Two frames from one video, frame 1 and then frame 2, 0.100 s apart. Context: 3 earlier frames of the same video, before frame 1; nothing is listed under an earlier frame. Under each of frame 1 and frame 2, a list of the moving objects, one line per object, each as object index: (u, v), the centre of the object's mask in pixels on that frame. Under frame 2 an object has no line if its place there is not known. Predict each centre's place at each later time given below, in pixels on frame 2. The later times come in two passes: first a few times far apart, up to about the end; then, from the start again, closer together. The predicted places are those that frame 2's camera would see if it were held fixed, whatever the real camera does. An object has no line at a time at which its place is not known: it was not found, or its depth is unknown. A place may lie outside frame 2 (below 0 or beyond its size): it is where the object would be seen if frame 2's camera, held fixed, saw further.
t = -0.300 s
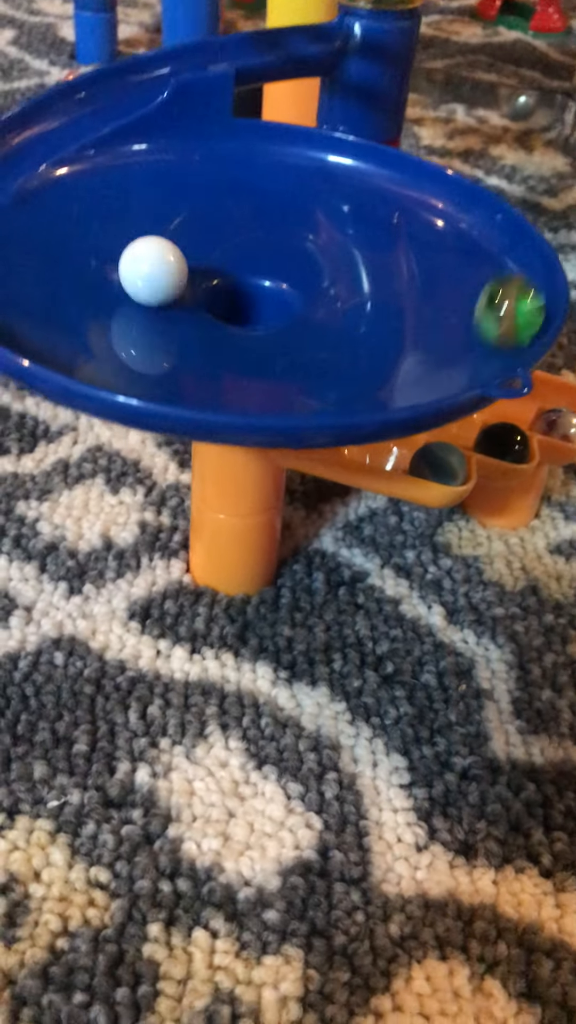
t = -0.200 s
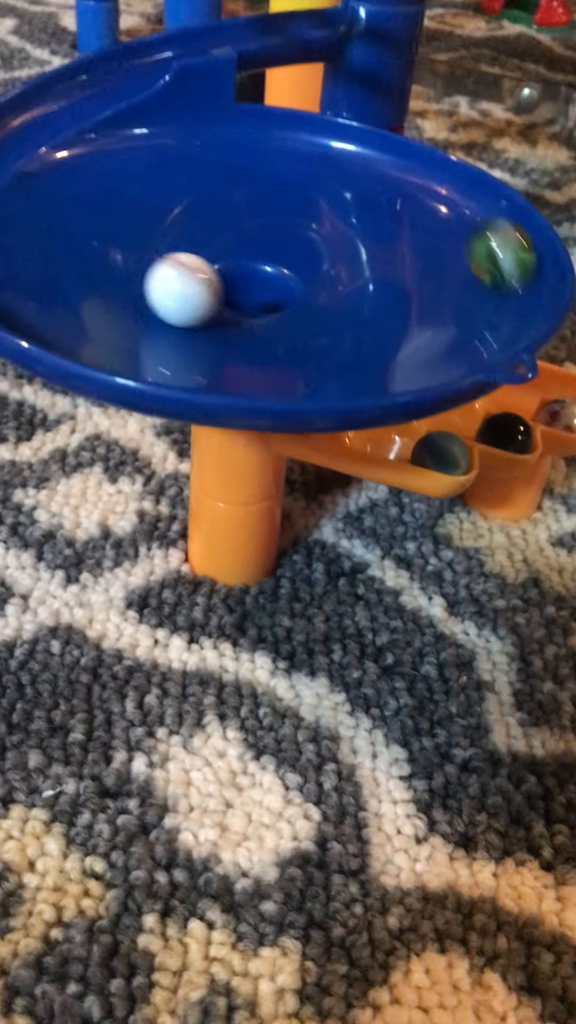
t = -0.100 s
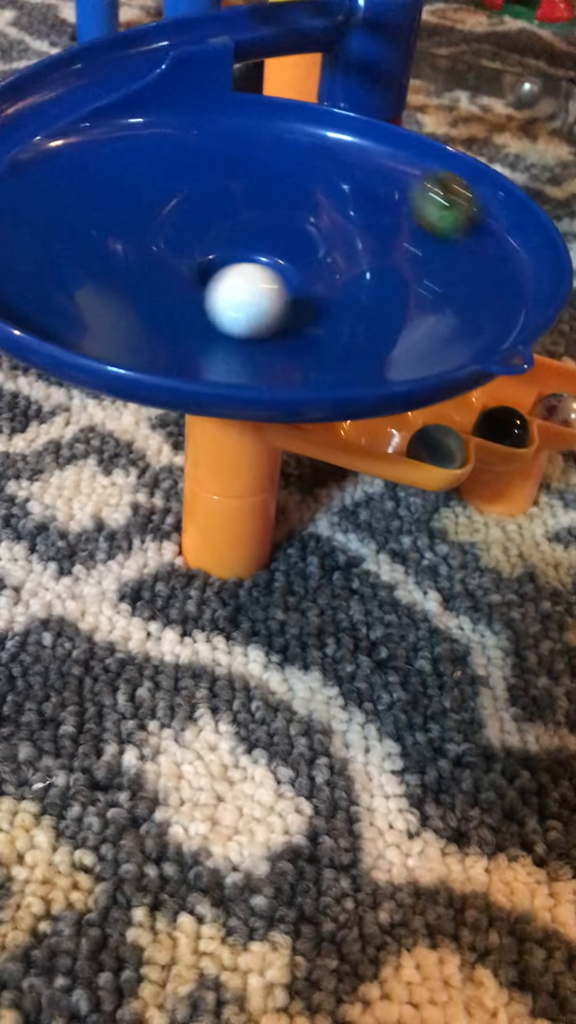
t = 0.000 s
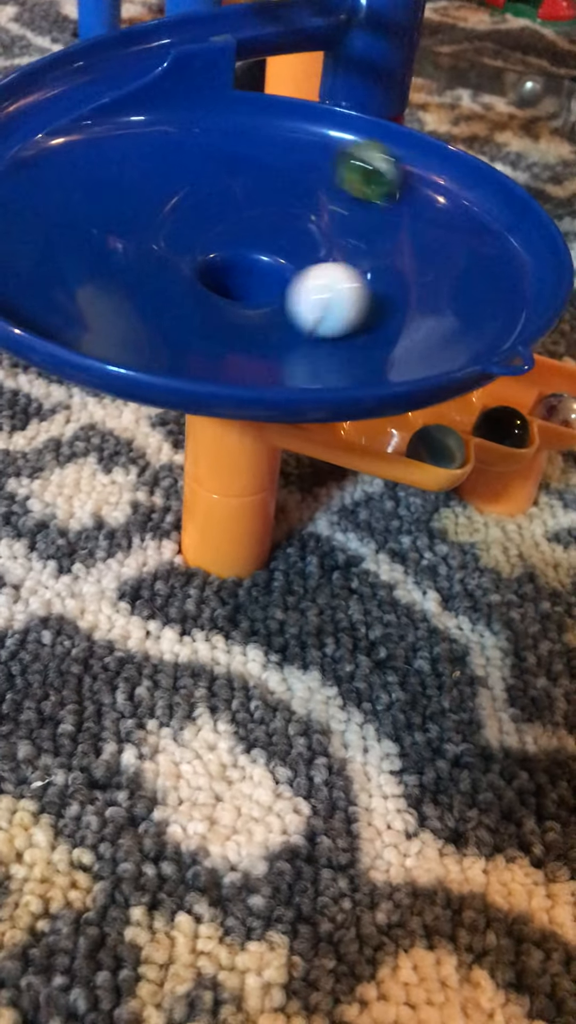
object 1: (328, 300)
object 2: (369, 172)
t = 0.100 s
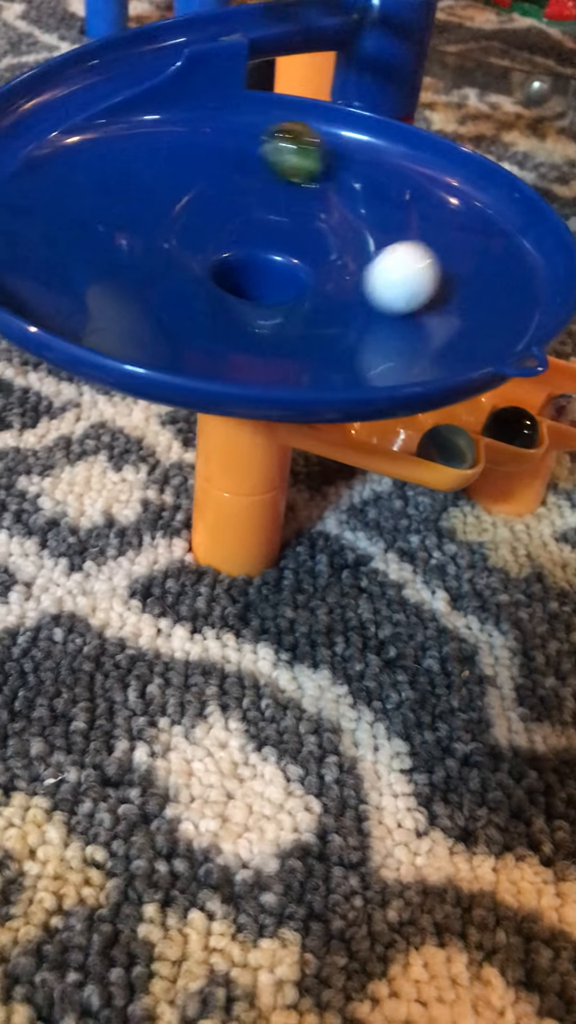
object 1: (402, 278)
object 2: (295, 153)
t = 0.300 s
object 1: (413, 212)
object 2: (140, 176)
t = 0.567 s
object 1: (281, 186)
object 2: (184, 295)
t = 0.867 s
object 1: (207, 285)
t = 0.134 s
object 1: (414, 267)
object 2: (266, 151)
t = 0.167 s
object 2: (236, 151)
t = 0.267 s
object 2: (160, 167)
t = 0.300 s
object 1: (413, 212)
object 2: (140, 176)
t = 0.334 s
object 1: (403, 203)
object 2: (124, 188)
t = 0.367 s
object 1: (390, 195)
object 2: (113, 202)
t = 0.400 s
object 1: (376, 188)
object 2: (109, 216)
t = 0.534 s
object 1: (302, 182)
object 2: (155, 284)
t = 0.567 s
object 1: (281, 186)
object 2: (184, 295)
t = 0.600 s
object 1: (259, 193)
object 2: (225, 310)
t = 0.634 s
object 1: (239, 201)
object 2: (255, 319)
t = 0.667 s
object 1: (220, 213)
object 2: (293, 325)
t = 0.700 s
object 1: (204, 224)
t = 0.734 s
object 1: (194, 238)
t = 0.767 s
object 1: (189, 251)
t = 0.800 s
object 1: (190, 264)
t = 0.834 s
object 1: (196, 275)
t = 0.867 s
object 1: (207, 285)
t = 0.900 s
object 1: (222, 294)
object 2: (500, 291)
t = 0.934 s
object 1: (238, 301)
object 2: (512, 280)
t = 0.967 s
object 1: (259, 305)
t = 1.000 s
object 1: (280, 308)
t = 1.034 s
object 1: (301, 308)
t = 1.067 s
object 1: (322, 305)
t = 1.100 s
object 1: (343, 300)
